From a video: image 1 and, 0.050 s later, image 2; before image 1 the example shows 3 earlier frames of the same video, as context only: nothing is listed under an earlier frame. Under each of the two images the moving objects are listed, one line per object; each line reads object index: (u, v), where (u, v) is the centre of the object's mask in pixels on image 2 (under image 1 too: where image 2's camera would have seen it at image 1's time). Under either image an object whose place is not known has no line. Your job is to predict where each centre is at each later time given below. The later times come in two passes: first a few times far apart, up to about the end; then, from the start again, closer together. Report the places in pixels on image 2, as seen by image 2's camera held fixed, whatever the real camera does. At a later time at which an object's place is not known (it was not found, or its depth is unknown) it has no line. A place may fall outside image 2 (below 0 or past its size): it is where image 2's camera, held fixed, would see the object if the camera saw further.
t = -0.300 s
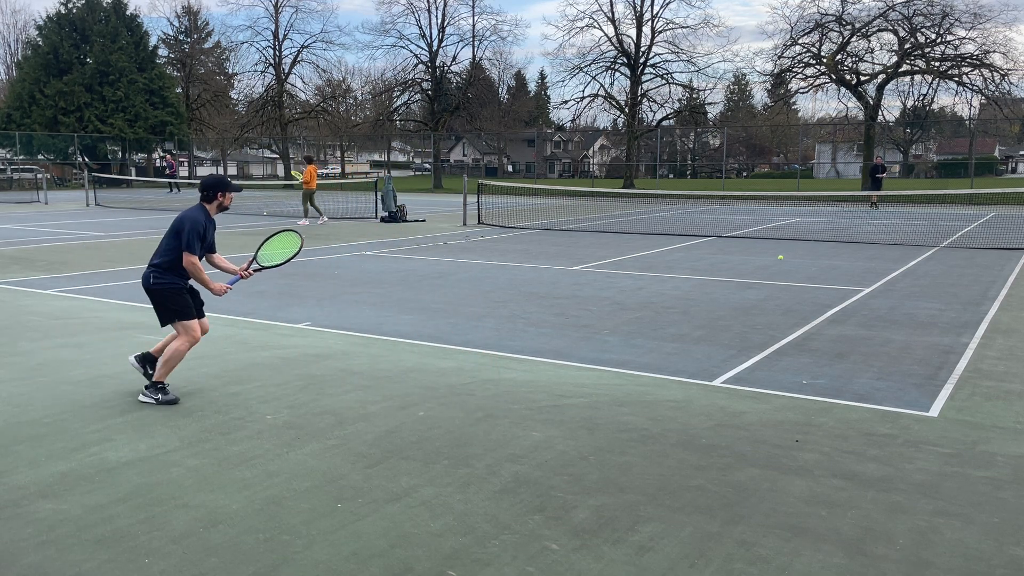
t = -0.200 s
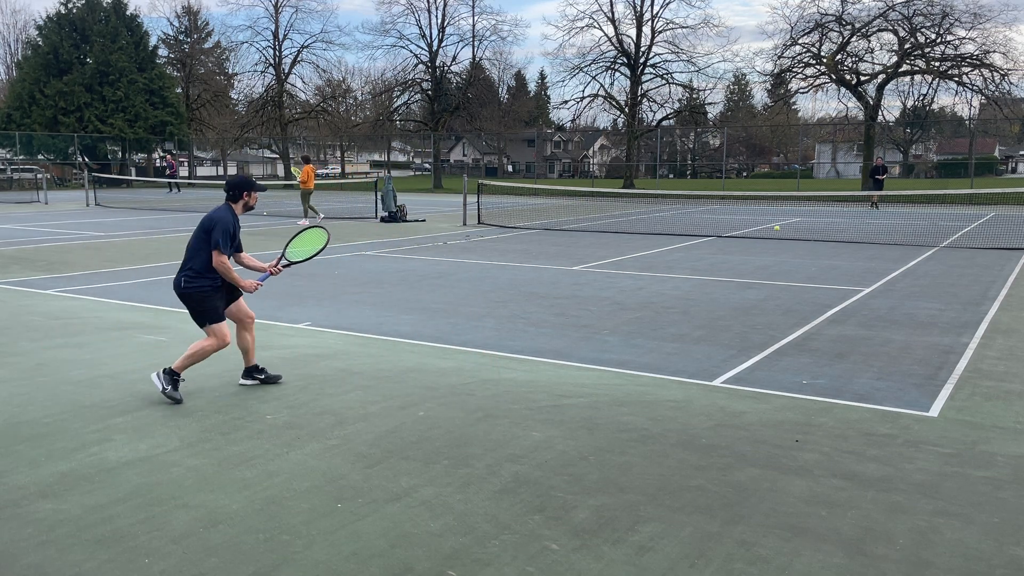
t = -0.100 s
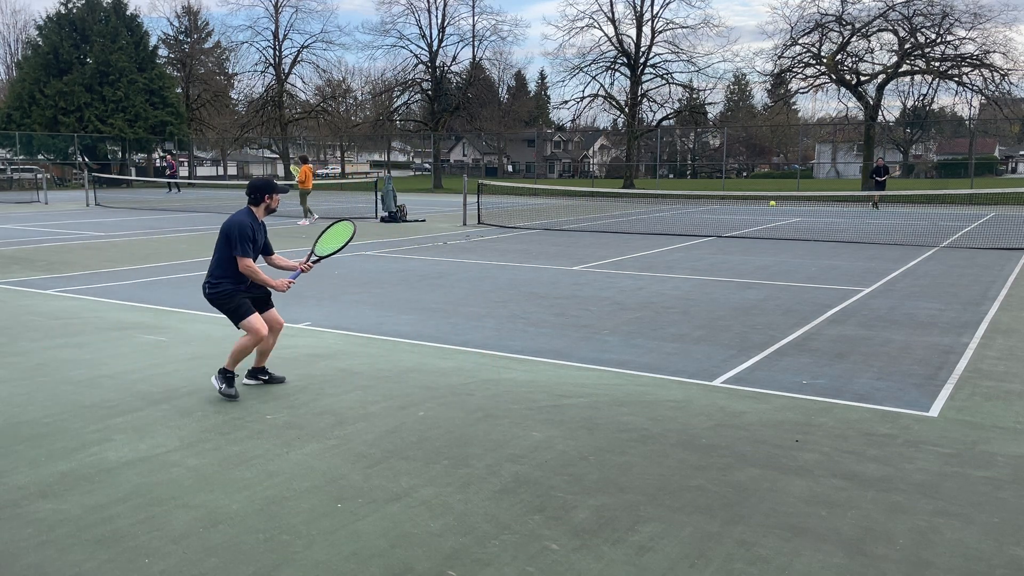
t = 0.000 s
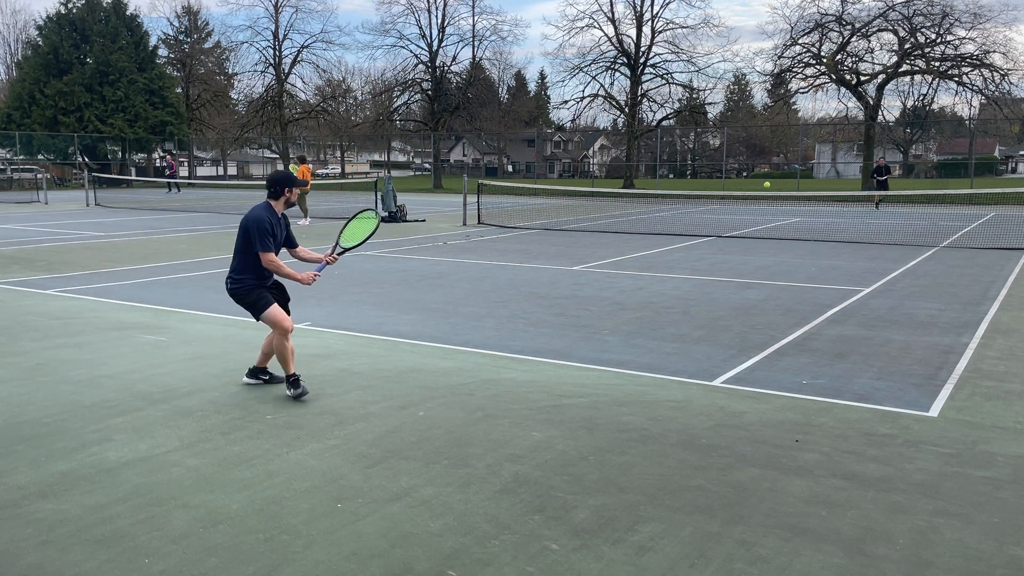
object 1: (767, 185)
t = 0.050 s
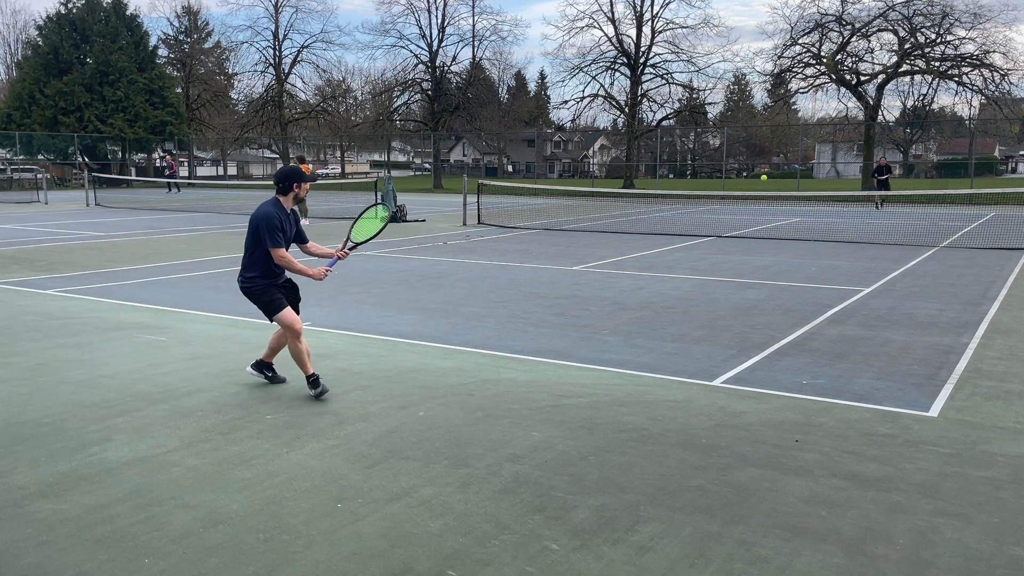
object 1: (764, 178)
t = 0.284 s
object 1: (745, 173)
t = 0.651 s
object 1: (695, 297)
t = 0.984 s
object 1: (630, 282)
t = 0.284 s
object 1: (745, 173)
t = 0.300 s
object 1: (743, 174)
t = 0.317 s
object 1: (741, 176)
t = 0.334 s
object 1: (740, 178)
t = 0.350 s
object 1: (738, 181)
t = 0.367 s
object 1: (736, 184)
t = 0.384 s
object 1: (734, 187)
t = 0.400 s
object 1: (732, 190)
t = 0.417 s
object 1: (730, 194)
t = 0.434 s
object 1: (728, 199)
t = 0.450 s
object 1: (725, 204)
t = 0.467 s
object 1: (724, 209)
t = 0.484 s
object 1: (721, 214)
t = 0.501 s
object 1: (719, 221)
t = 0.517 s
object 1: (716, 227)
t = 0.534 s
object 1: (714, 234)
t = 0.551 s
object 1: (711, 242)
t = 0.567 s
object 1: (709, 250)
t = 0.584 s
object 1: (706, 258)
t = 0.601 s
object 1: (703, 267)
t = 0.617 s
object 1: (701, 276)
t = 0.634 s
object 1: (698, 286)
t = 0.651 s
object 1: (695, 297)
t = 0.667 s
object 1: (692, 308)
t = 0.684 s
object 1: (689, 319)
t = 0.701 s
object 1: (686, 332)
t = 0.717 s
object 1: (682, 345)
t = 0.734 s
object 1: (679, 359)
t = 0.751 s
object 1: (676, 355)
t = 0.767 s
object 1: (674, 348)
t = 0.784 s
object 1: (671, 342)
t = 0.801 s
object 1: (668, 336)
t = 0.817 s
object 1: (665, 329)
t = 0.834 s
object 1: (662, 323)
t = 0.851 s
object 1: (659, 318)
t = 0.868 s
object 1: (656, 312)
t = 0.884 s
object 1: (653, 307)
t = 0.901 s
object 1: (649, 302)
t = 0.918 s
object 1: (646, 297)
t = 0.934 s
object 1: (642, 293)
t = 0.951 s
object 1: (638, 289)
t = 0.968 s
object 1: (634, 285)
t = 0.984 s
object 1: (630, 282)
